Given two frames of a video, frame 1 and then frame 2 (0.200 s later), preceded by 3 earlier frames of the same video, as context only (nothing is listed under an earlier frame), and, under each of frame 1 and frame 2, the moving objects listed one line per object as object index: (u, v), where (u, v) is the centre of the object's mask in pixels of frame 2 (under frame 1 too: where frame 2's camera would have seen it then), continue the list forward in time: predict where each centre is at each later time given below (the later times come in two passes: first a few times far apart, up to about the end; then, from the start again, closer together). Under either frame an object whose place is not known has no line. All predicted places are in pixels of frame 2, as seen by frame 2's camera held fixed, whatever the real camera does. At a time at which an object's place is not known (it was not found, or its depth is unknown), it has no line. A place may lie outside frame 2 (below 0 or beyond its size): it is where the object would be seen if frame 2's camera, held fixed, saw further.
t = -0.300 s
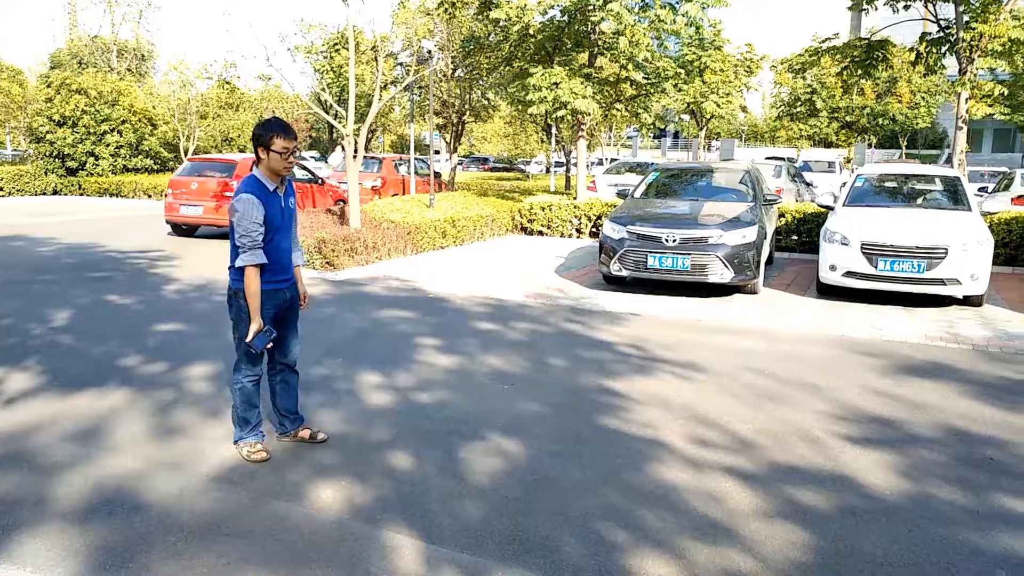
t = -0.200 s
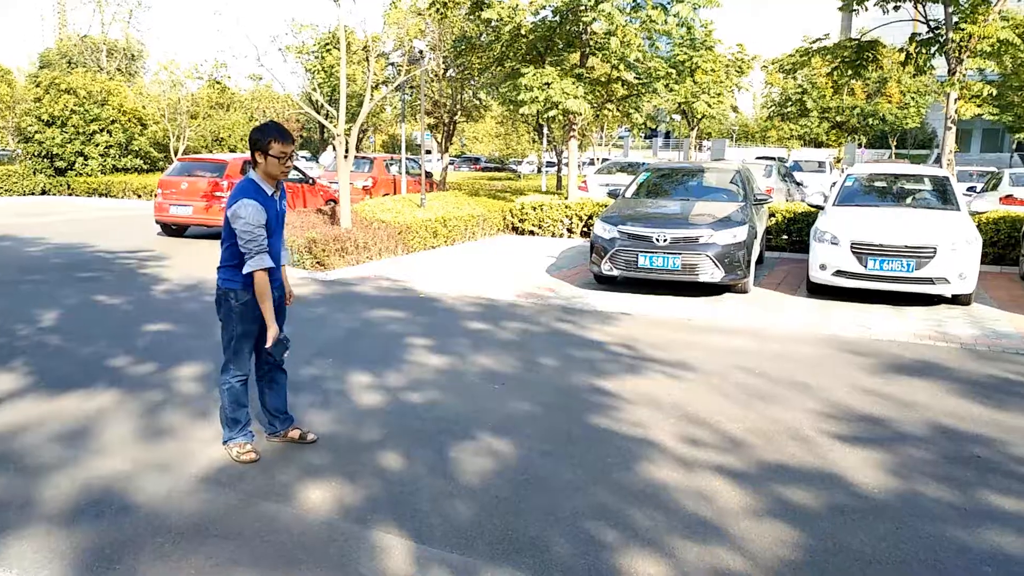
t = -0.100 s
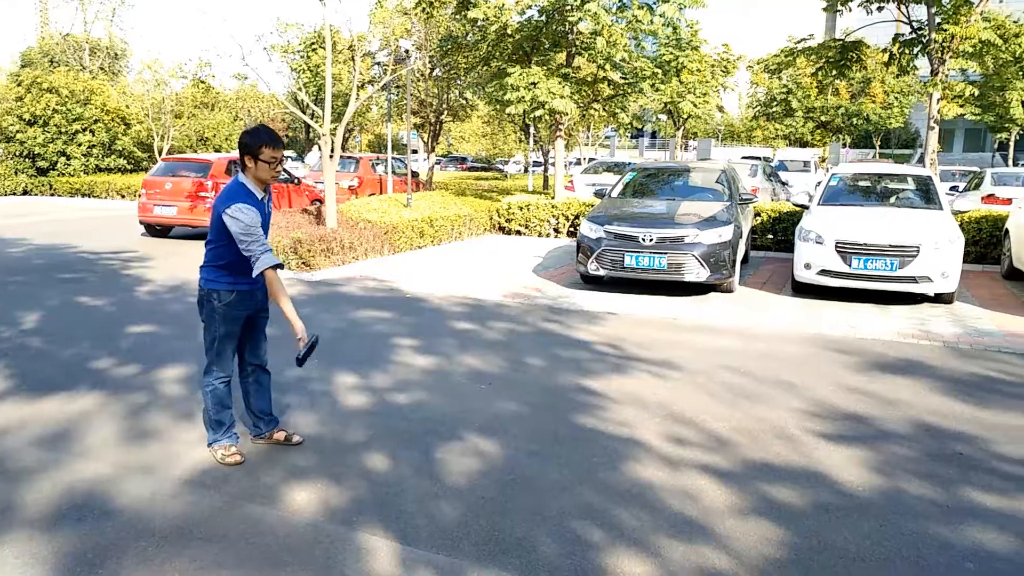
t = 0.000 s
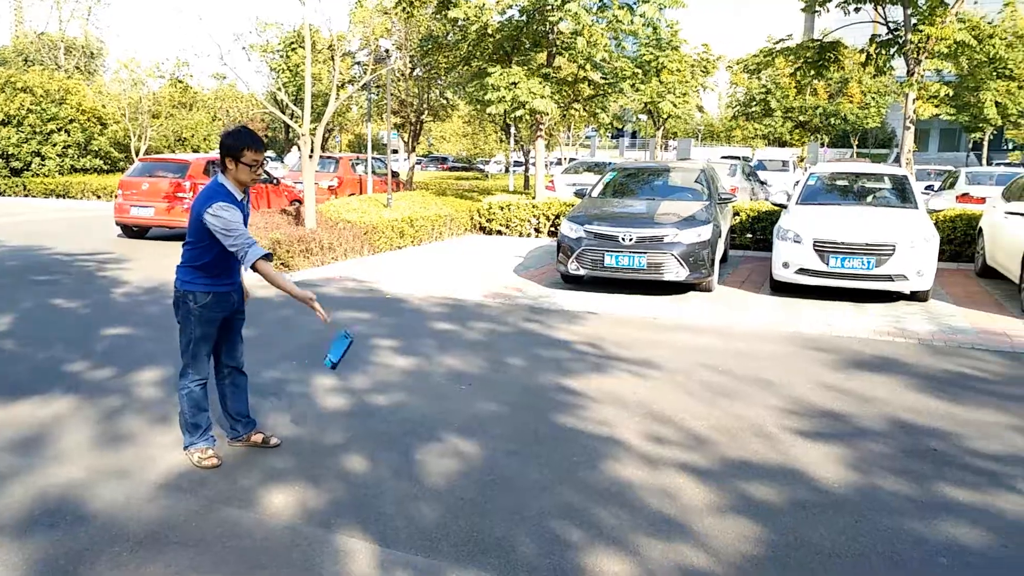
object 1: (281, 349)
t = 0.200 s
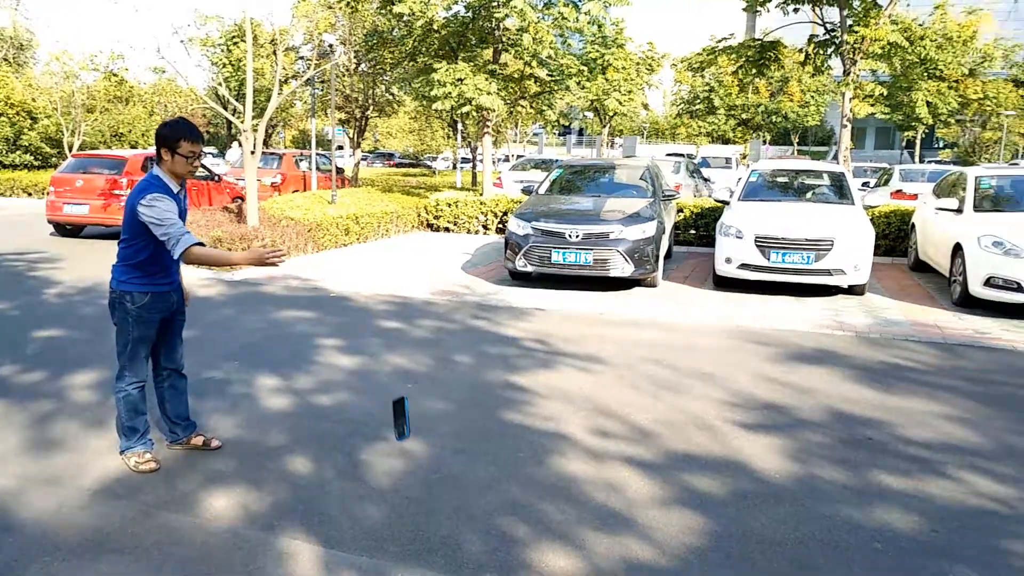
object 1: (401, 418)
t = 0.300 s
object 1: (466, 492)
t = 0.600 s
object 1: (570, 562)
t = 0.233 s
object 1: (422, 439)
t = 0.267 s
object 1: (443, 463)
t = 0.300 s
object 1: (466, 492)
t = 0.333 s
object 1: (488, 523)
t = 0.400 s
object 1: (514, 533)
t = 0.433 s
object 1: (523, 532)
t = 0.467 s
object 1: (533, 534)
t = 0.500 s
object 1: (543, 538)
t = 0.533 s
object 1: (553, 545)
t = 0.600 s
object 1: (570, 562)
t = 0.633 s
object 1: (576, 569)
